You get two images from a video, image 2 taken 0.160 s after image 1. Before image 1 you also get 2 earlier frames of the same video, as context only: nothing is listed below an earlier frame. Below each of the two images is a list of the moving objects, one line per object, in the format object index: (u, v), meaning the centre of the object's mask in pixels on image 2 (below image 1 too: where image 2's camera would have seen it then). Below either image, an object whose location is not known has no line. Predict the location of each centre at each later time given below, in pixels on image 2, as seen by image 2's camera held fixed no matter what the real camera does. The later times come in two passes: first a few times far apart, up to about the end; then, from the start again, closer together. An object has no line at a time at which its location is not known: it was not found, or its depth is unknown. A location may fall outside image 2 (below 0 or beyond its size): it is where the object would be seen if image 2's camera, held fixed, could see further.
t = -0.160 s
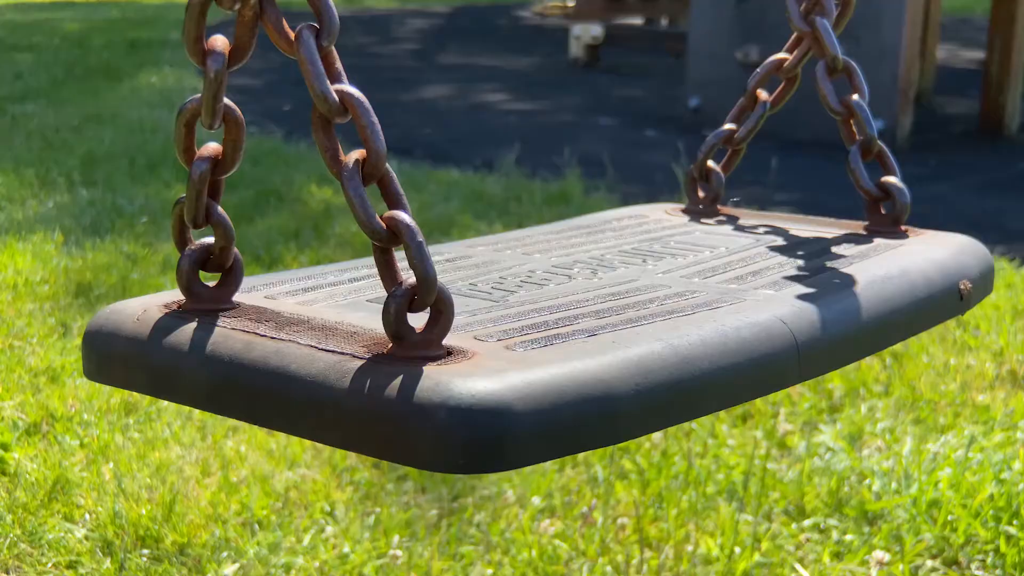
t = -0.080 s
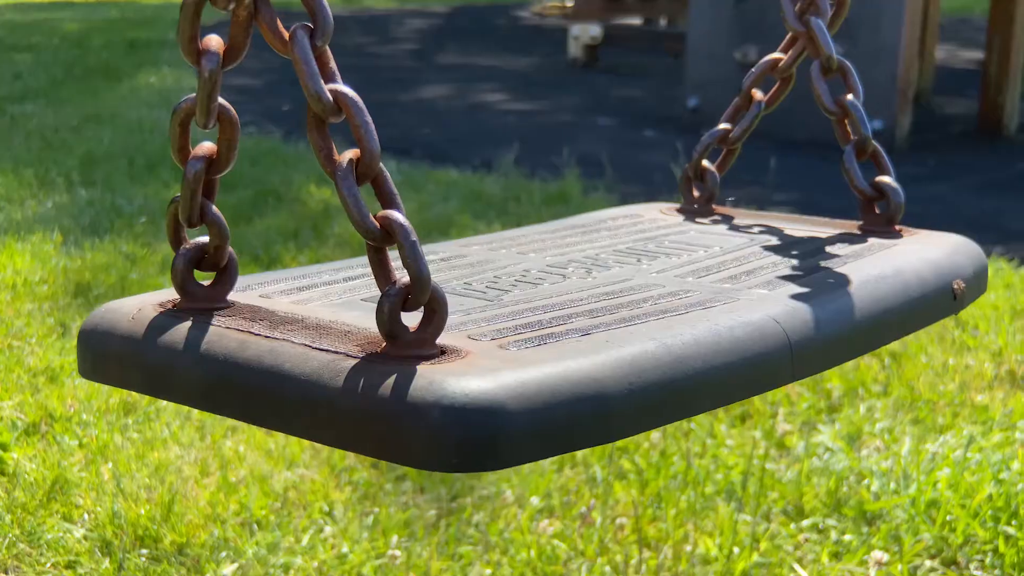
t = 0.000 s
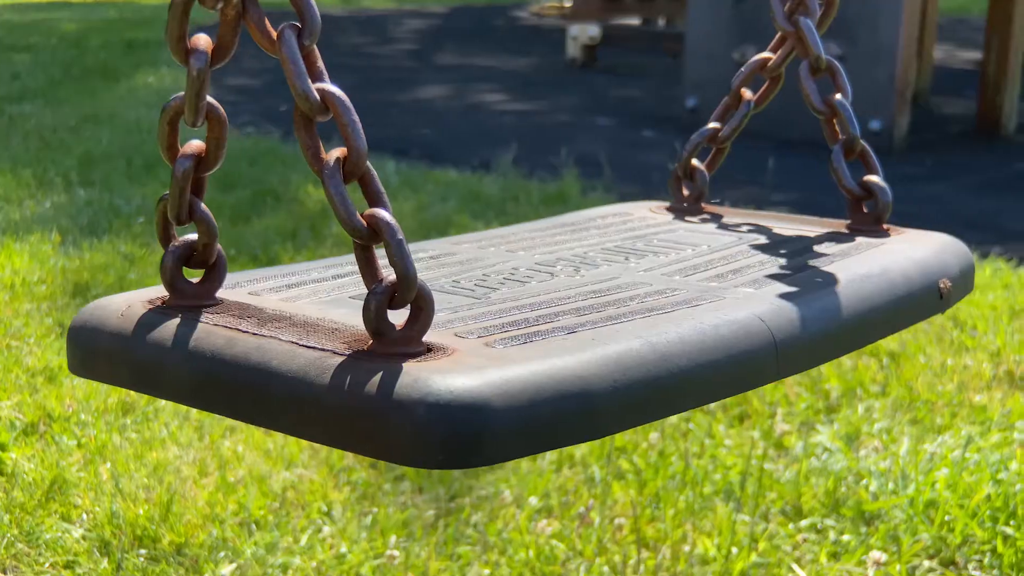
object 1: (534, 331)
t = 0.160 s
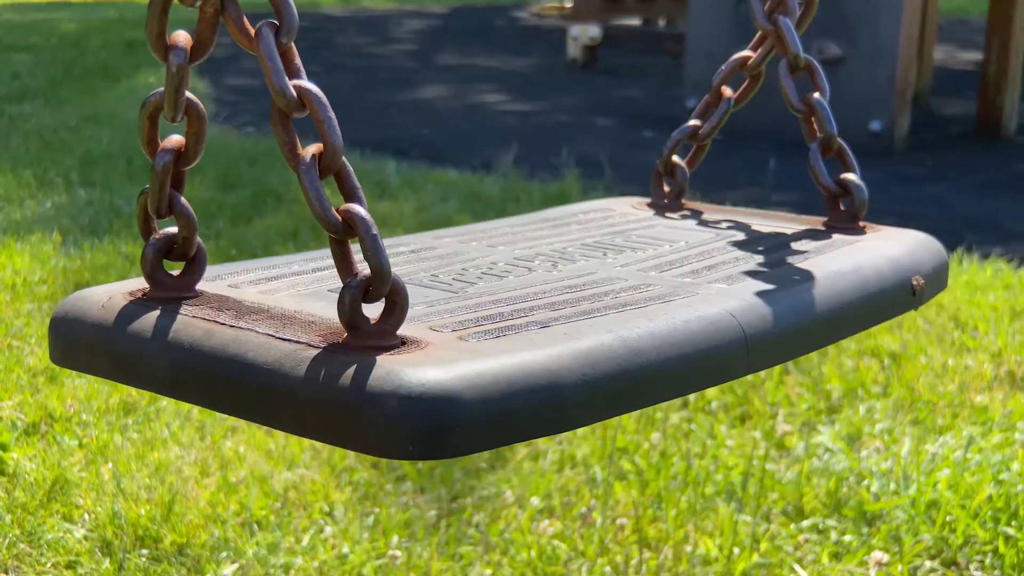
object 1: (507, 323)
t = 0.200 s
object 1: (499, 321)
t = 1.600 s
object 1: (436, 305)
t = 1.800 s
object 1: (472, 316)
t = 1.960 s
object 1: (504, 325)
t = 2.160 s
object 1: (538, 333)
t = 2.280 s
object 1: (552, 336)
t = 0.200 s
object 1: (499, 321)
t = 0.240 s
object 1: (492, 319)
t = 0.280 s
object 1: (483, 317)
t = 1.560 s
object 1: (429, 303)
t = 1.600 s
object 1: (436, 305)
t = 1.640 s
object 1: (442, 307)
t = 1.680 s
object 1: (449, 310)
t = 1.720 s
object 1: (457, 312)
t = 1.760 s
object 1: (465, 314)
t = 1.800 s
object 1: (472, 316)
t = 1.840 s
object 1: (481, 319)
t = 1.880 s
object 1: (489, 321)
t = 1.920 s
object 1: (497, 323)
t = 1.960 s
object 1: (504, 325)
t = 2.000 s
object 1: (512, 327)
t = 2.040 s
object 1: (519, 329)
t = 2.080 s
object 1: (526, 330)
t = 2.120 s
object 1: (532, 332)
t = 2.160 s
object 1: (538, 333)
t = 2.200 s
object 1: (543, 334)
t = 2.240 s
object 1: (548, 335)
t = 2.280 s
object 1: (552, 336)
